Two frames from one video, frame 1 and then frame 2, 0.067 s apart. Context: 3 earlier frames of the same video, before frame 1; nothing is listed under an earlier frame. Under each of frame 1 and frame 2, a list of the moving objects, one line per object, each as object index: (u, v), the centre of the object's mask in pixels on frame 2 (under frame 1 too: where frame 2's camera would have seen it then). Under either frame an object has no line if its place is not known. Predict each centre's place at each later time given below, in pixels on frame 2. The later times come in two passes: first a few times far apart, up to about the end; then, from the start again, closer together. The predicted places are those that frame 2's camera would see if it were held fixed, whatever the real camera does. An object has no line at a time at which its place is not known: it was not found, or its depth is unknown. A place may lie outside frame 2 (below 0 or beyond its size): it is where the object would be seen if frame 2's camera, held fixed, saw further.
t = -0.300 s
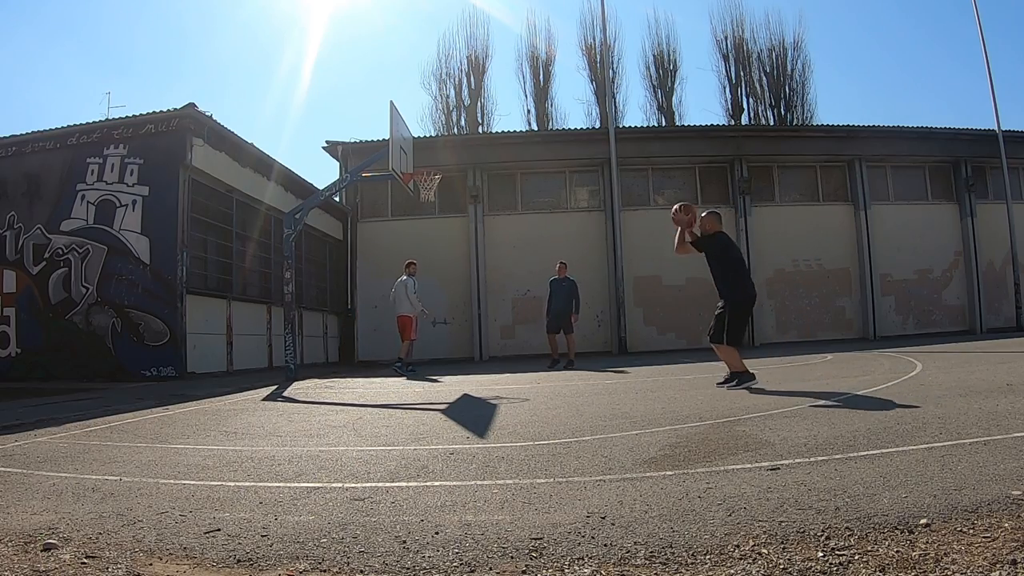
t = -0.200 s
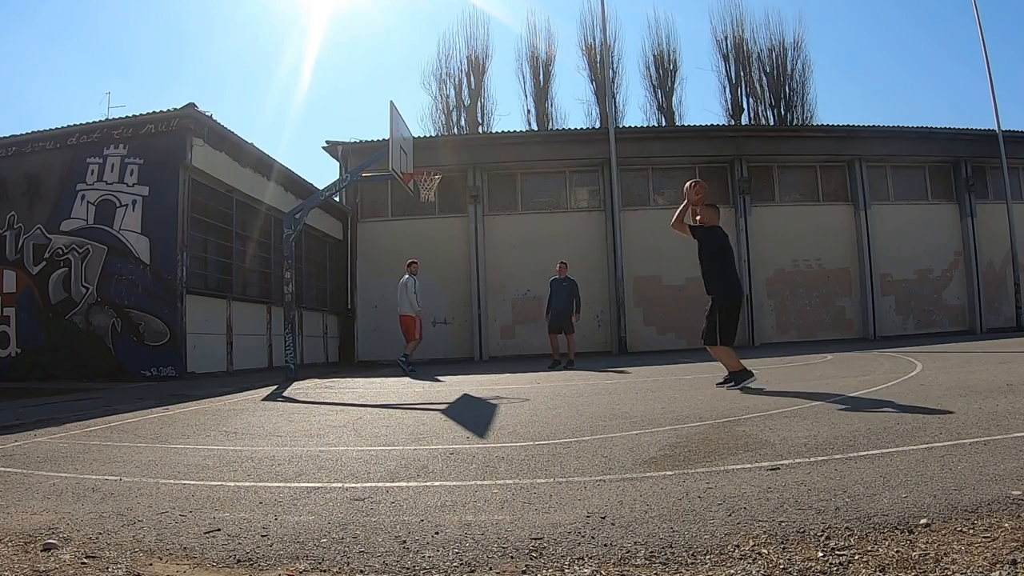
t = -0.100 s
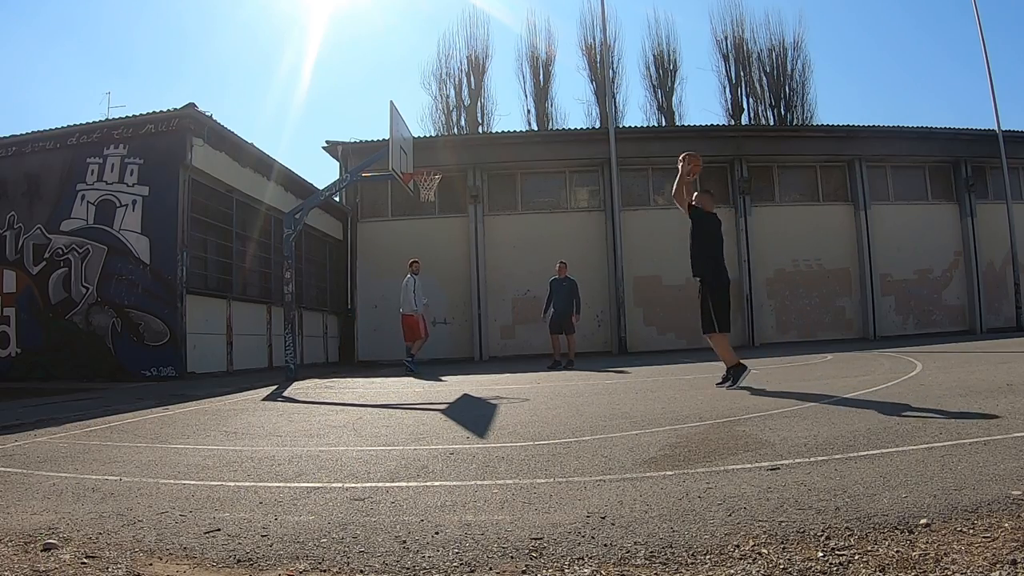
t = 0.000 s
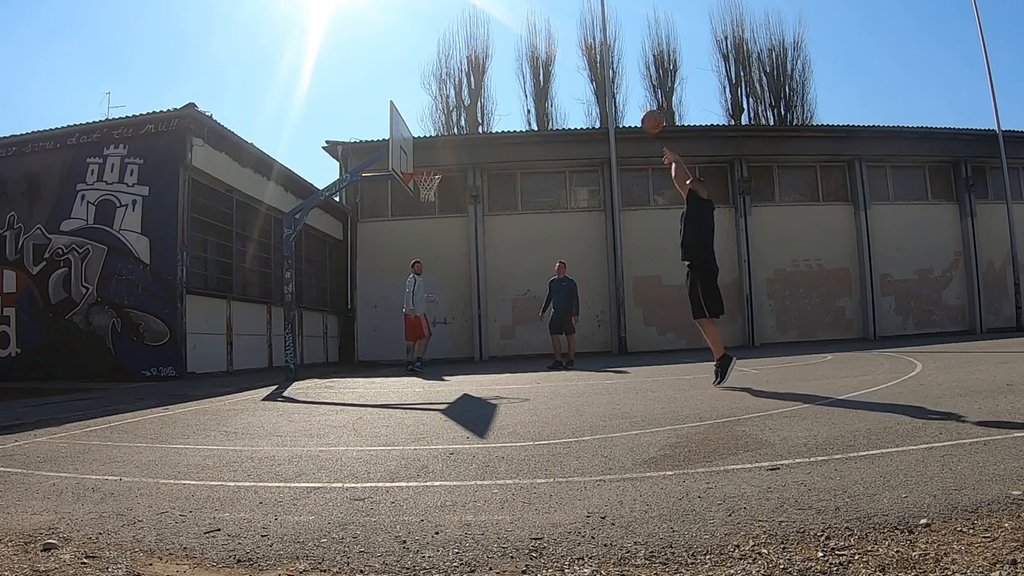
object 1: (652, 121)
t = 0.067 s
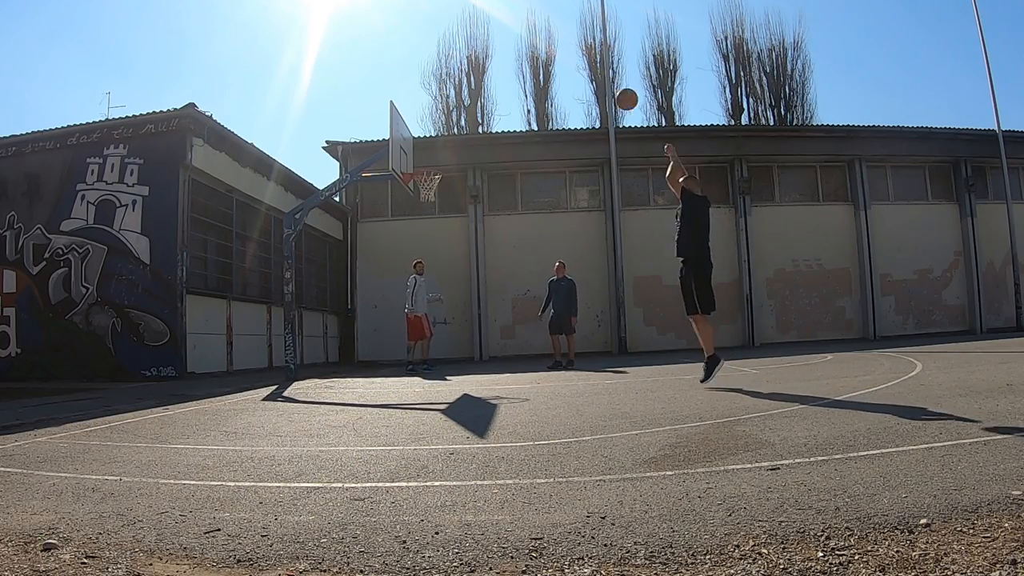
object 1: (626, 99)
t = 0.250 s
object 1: (567, 67)
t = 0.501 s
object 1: (505, 70)
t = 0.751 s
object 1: (456, 112)
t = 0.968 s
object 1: (422, 168)
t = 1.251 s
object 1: (442, 219)
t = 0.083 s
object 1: (621, 95)
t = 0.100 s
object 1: (615, 90)
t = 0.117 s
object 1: (609, 87)
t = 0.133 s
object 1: (603, 83)
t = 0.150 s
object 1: (597, 80)
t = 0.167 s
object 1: (592, 77)
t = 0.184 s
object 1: (588, 74)
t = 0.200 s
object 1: (583, 72)
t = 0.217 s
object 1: (577, 70)
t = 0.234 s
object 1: (572, 68)
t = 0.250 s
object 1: (567, 67)
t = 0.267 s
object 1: (562, 65)
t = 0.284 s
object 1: (558, 64)
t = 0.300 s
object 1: (553, 64)
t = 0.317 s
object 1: (549, 63)
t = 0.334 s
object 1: (545, 63)
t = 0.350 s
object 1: (540, 62)
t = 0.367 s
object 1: (536, 63)
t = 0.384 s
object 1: (532, 62)
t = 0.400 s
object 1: (528, 63)
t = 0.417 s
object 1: (523, 64)
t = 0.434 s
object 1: (520, 65)
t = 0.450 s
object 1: (516, 66)
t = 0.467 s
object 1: (512, 67)
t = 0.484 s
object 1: (508, 68)
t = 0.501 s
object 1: (505, 70)
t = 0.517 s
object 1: (501, 72)
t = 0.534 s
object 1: (497, 73)
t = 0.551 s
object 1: (494, 76)
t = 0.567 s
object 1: (490, 78)
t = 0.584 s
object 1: (487, 80)
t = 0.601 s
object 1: (483, 83)
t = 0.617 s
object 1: (481, 85)
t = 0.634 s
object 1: (477, 88)
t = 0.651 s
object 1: (474, 91)
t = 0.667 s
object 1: (471, 94)
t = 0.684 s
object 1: (468, 96)
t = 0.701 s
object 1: (466, 100)
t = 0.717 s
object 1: (462, 104)
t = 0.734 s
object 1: (460, 108)
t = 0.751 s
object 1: (456, 112)
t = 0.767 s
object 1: (454, 115)
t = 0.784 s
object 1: (451, 121)
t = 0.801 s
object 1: (448, 124)
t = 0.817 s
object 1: (445, 131)
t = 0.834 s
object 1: (442, 133)
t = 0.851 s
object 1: (441, 138)
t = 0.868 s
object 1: (438, 143)
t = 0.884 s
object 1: (434, 146)
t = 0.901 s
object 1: (430, 152)
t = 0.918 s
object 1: (428, 159)
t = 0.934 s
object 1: (427, 163)
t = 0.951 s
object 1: (425, 164)
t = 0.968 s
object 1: (422, 168)
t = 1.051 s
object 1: (423, 193)
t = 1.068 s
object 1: (426, 193)
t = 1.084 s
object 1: (428, 194)
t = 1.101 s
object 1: (429, 194)
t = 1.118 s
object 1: (430, 196)
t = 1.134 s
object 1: (433, 198)
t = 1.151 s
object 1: (434, 200)
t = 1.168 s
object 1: (435, 204)
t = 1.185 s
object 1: (437, 206)
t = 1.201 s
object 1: (438, 209)
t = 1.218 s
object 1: (440, 212)
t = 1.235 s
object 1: (441, 216)
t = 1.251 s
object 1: (442, 219)
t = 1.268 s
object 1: (444, 223)
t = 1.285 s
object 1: (445, 227)
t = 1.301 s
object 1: (447, 230)
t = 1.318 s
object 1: (448, 235)
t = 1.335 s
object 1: (450, 239)
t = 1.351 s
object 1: (451, 243)
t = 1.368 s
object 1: (453, 248)
